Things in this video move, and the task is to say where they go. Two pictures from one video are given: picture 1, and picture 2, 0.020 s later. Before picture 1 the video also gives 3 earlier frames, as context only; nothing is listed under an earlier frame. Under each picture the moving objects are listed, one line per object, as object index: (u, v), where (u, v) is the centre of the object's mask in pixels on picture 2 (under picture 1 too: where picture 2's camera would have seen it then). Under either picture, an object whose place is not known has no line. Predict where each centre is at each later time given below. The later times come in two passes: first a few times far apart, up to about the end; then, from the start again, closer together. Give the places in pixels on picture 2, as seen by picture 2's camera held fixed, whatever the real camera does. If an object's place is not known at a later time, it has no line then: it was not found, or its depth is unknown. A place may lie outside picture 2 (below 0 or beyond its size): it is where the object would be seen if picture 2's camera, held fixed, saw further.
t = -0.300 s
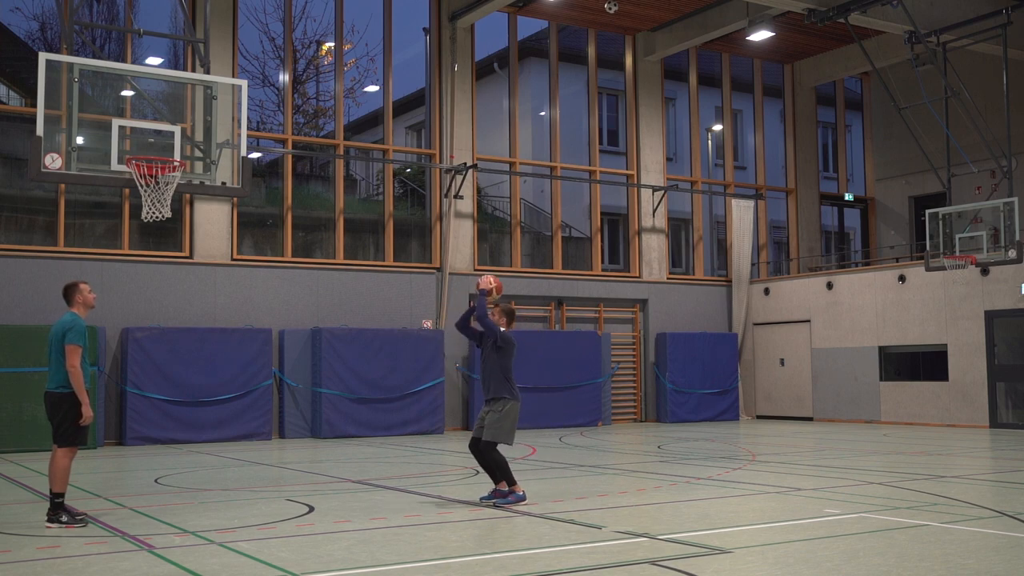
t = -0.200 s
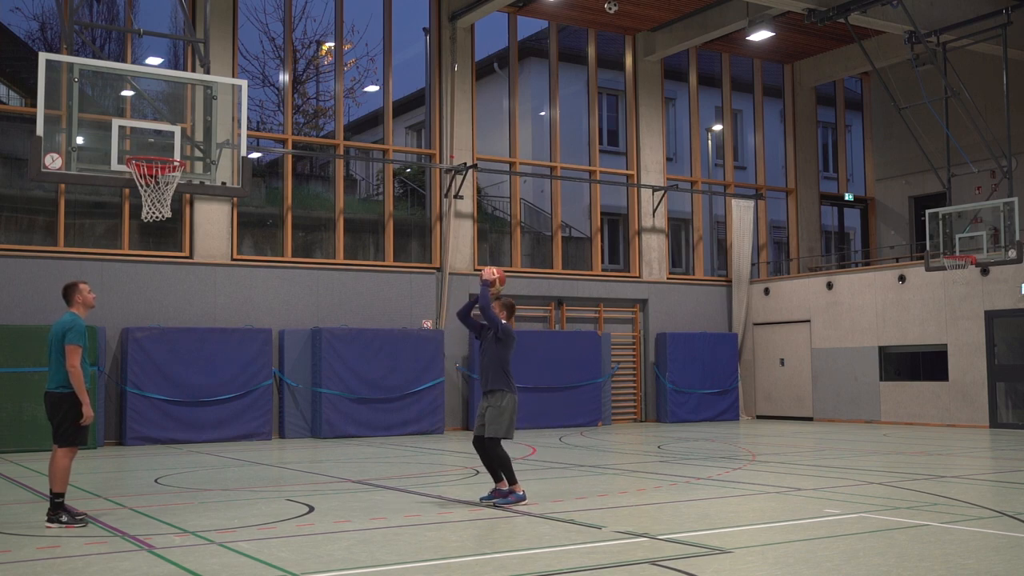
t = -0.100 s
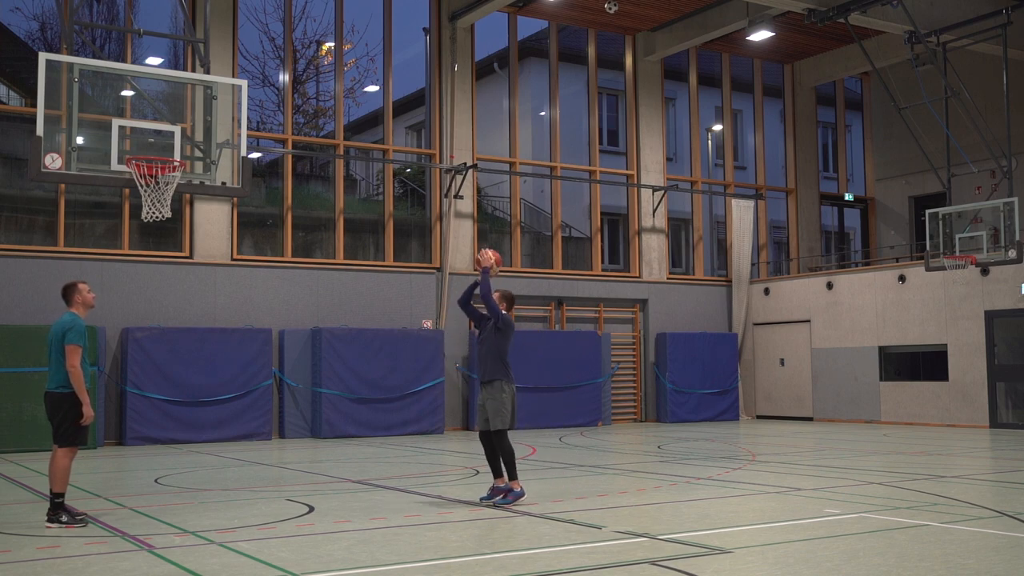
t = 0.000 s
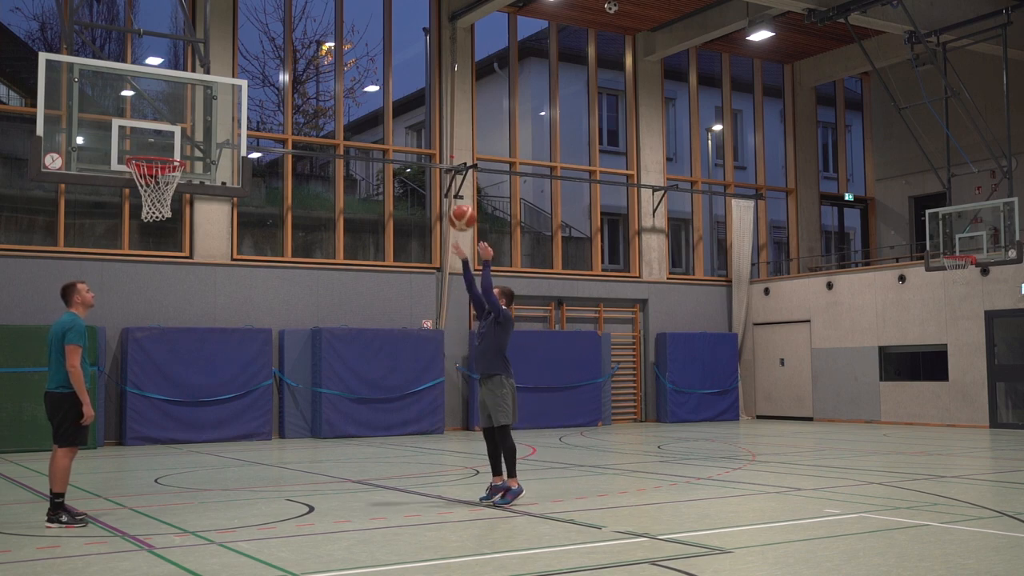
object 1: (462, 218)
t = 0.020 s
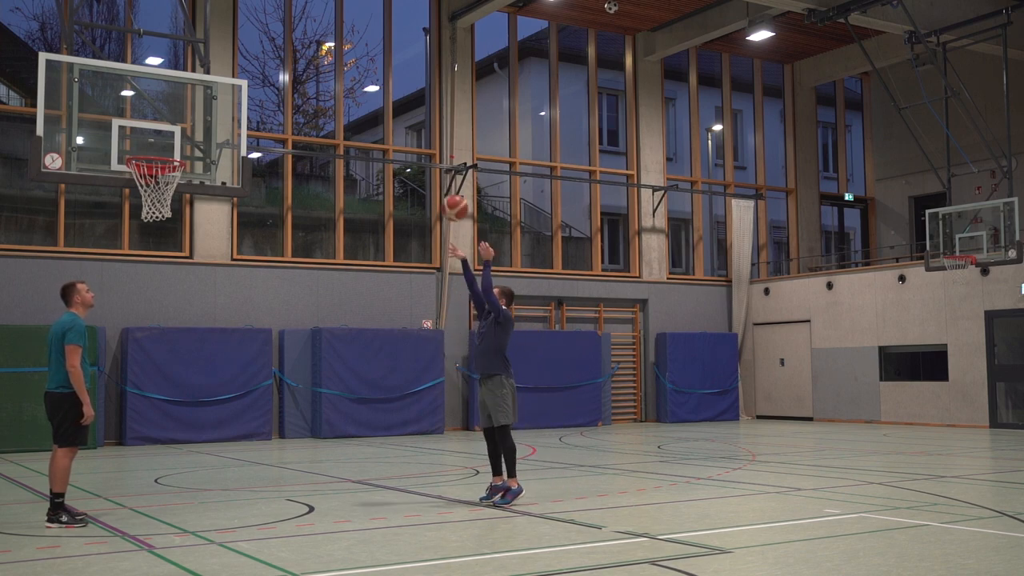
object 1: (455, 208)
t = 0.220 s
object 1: (378, 132)
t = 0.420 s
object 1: (304, 99)
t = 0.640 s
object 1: (219, 111)
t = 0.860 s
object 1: (147, 171)
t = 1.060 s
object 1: (153, 184)
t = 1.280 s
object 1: (166, 209)
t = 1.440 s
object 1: (172, 252)
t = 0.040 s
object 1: (447, 198)
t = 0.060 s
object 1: (440, 189)
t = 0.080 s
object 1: (432, 180)
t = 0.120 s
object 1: (416, 165)
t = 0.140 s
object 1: (409, 158)
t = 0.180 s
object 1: (393, 144)
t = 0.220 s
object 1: (378, 132)
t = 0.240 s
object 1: (371, 127)
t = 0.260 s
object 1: (364, 122)
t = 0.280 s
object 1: (356, 117)
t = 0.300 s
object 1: (349, 114)
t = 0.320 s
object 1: (341, 109)
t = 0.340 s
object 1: (334, 106)
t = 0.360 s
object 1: (326, 104)
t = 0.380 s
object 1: (319, 102)
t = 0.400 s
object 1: (311, 100)
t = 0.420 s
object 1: (304, 99)
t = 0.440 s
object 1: (297, 97)
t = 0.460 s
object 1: (289, 97)
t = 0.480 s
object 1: (281, 97)
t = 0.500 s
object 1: (274, 97)
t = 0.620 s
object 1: (227, 108)
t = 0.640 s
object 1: (219, 111)
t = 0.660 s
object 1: (212, 115)
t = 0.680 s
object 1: (204, 119)
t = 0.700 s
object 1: (197, 124)
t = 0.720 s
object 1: (189, 128)
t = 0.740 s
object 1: (181, 134)
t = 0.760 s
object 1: (173, 140)
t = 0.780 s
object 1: (166, 146)
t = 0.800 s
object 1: (158, 150)
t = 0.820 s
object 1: (151, 153)
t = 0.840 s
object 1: (148, 168)
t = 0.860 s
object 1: (147, 171)
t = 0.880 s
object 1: (144, 174)
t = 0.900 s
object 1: (144, 179)
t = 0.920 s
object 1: (144, 180)
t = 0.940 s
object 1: (145, 181)
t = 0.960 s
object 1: (145, 182)
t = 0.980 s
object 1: (146, 177)
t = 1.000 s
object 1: (149, 178)
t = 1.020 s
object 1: (152, 181)
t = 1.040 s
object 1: (152, 184)
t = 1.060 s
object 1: (153, 184)
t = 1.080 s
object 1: (156, 189)
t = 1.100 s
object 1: (157, 190)
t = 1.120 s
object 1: (159, 191)
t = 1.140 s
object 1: (160, 192)
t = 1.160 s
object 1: (158, 196)
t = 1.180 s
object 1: (161, 195)
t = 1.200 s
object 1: (160, 199)
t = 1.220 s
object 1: (162, 200)
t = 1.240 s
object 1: (164, 203)
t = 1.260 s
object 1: (165, 206)
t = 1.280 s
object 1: (166, 209)
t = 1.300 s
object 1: (168, 212)
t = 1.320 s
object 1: (168, 216)
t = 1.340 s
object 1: (168, 221)
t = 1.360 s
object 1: (169, 226)
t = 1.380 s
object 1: (169, 232)
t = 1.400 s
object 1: (171, 238)
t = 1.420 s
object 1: (171, 244)
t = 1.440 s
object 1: (172, 252)
